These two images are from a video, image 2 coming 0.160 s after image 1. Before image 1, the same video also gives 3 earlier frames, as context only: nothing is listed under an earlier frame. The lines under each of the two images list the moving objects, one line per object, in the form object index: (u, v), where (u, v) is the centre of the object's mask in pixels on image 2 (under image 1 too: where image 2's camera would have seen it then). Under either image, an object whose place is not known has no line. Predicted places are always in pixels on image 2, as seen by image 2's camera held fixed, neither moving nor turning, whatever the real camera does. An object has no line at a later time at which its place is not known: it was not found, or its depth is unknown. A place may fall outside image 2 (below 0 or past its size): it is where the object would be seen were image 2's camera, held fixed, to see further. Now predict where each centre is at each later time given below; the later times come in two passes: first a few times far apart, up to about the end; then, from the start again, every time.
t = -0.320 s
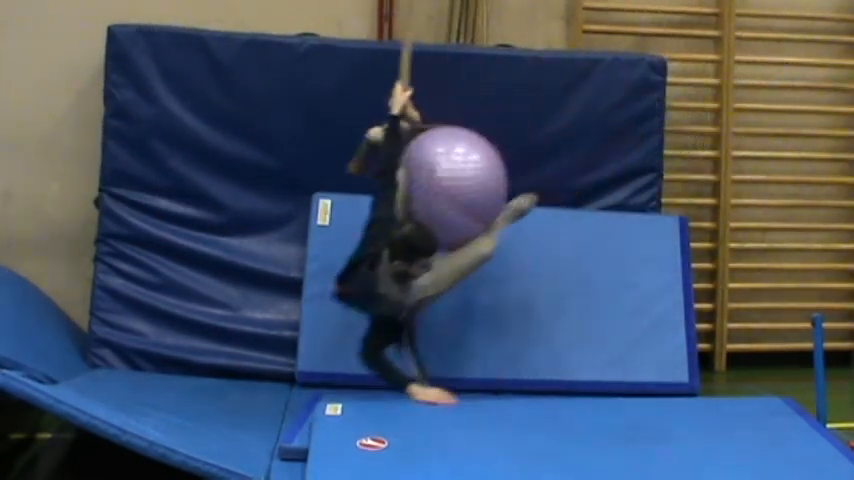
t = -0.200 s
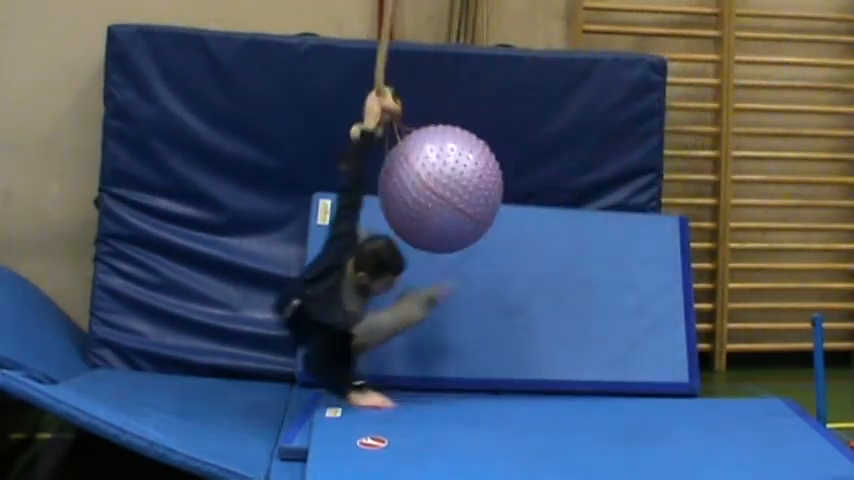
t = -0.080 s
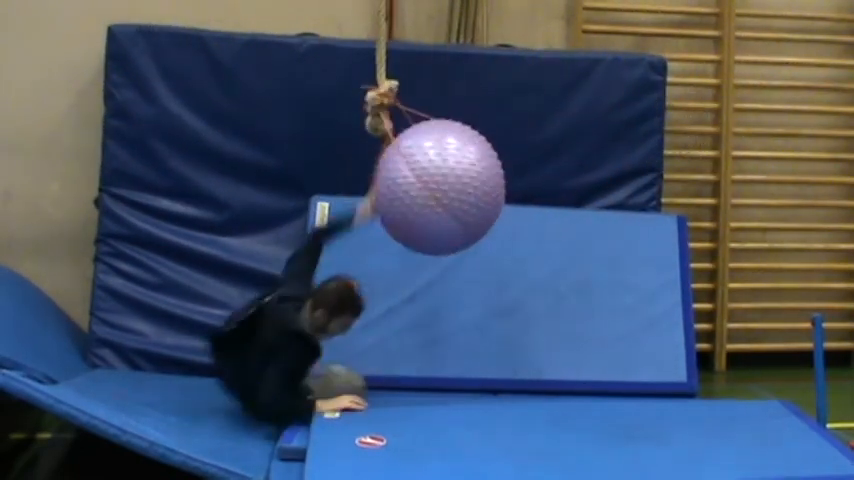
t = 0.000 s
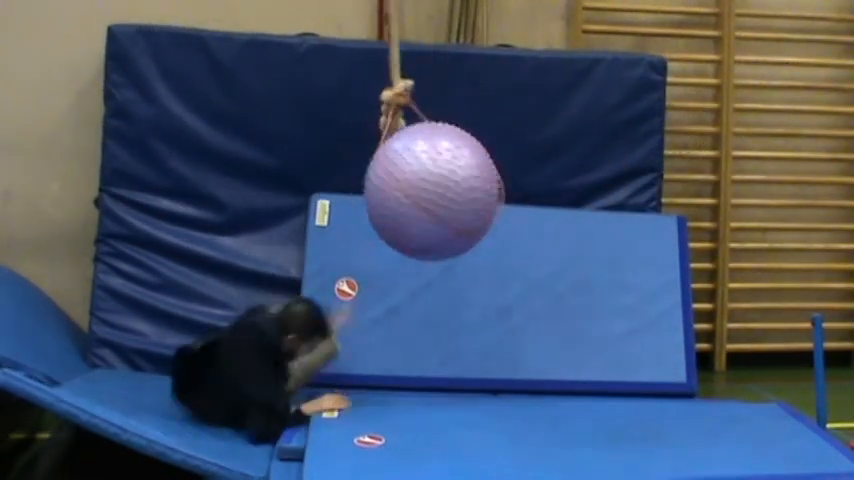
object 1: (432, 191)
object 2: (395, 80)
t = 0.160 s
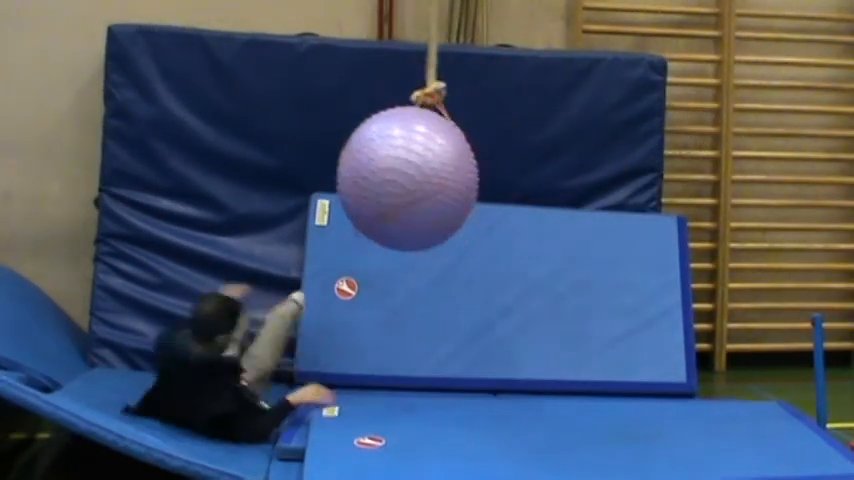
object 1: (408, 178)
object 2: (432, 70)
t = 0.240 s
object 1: (394, 175)
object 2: (446, 78)
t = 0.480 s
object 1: (392, 184)
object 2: (480, 95)
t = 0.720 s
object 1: (461, 202)
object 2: (495, 89)
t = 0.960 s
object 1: (553, 211)
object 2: (523, 100)
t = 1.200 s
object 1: (621, 204)
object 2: (575, 98)
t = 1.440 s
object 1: (650, 194)
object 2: (599, 86)
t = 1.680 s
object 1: (645, 198)
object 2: (600, 90)
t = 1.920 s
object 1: (611, 202)
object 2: (609, 85)
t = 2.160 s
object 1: (586, 192)
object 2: (613, 84)
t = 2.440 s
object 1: (582, 194)
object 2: (587, 80)
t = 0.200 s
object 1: (400, 176)
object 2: (440, 72)
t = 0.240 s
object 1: (394, 175)
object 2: (446, 78)
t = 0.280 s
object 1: (389, 174)
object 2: (455, 97)
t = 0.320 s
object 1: (386, 174)
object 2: (462, 98)
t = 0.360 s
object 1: (385, 175)
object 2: (468, 95)
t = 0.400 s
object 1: (385, 177)
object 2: (472, 93)
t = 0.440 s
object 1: (387, 180)
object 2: (476, 95)
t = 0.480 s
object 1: (392, 184)
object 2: (480, 95)
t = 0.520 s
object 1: (398, 188)
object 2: (484, 93)
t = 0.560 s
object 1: (409, 192)
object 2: (486, 92)
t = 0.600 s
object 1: (420, 195)
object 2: (488, 90)
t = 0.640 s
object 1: (432, 197)
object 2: (490, 90)
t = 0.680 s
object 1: (445, 200)
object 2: (493, 90)
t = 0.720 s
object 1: (461, 202)
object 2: (495, 89)
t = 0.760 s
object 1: (476, 204)
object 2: (498, 88)
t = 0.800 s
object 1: (492, 206)
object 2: (502, 88)
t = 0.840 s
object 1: (508, 207)
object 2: (506, 90)
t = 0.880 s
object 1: (524, 209)
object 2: (510, 95)
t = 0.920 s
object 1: (539, 210)
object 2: (516, 98)
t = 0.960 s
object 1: (553, 211)
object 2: (523, 100)
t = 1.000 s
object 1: (567, 212)
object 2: (530, 103)
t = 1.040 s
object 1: (580, 212)
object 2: (538, 105)
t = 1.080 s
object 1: (593, 211)
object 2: (548, 104)
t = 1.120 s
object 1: (604, 209)
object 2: (559, 99)
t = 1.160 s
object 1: (614, 208)
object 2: (567, 101)
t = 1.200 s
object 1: (621, 204)
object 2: (575, 98)
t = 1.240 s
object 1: (628, 201)
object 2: (582, 96)
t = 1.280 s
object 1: (635, 198)
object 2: (589, 87)
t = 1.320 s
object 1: (639, 195)
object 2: (594, 86)
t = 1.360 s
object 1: (644, 194)
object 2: (596, 83)
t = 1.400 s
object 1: (648, 194)
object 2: (598, 86)
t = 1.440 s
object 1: (650, 194)
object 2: (599, 86)
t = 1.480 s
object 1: (652, 195)
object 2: (601, 89)
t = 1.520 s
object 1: (653, 196)
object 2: (601, 90)
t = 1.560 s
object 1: (652, 196)
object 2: (600, 90)
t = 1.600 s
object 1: (651, 197)
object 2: (600, 91)
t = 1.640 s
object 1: (648, 198)
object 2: (600, 89)
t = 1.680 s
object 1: (645, 198)
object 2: (600, 90)
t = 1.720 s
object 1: (640, 199)
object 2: (601, 89)
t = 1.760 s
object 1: (635, 200)
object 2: (601, 89)
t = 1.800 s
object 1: (629, 201)
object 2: (602, 88)
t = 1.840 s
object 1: (623, 202)
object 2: (605, 87)
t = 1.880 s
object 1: (617, 202)
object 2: (606, 86)
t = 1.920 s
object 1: (611, 202)
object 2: (609, 85)
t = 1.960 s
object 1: (605, 201)
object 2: (610, 83)
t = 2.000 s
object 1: (600, 199)
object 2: (612, 82)
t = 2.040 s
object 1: (595, 198)
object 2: (613, 88)
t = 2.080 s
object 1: (591, 196)
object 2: (614, 83)
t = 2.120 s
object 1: (588, 194)
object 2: (614, 85)
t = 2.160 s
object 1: (586, 192)
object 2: (613, 84)
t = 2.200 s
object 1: (584, 190)
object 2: (611, 82)
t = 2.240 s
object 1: (582, 189)
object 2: (609, 83)
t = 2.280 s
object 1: (582, 189)
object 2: (605, 79)
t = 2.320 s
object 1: (581, 190)
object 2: (601, 81)
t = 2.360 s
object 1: (581, 191)
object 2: (597, 84)
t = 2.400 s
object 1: (581, 192)
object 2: (592, 85)
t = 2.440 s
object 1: (582, 194)
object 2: (587, 80)
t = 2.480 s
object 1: (582, 195)
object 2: (580, 71)
